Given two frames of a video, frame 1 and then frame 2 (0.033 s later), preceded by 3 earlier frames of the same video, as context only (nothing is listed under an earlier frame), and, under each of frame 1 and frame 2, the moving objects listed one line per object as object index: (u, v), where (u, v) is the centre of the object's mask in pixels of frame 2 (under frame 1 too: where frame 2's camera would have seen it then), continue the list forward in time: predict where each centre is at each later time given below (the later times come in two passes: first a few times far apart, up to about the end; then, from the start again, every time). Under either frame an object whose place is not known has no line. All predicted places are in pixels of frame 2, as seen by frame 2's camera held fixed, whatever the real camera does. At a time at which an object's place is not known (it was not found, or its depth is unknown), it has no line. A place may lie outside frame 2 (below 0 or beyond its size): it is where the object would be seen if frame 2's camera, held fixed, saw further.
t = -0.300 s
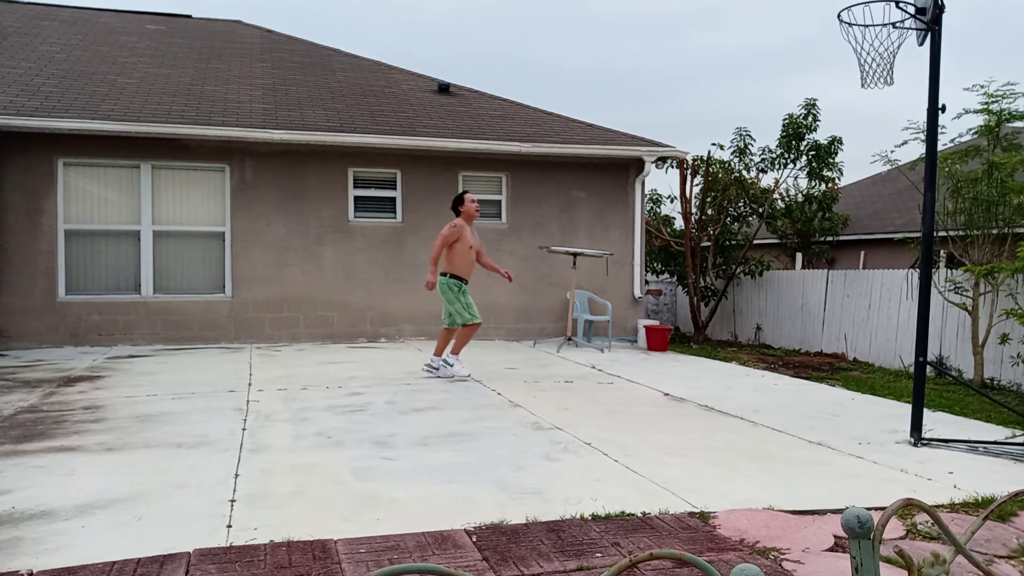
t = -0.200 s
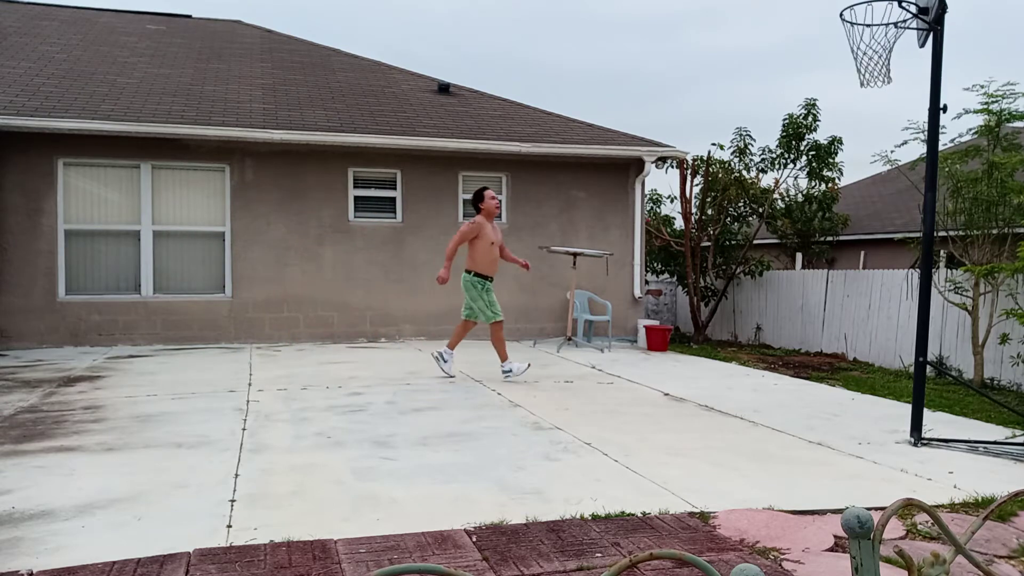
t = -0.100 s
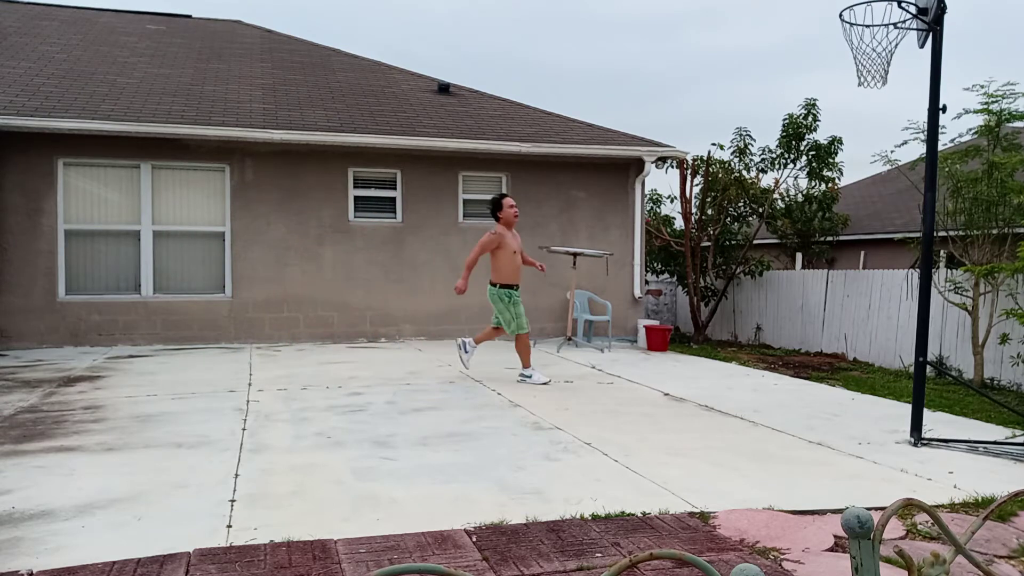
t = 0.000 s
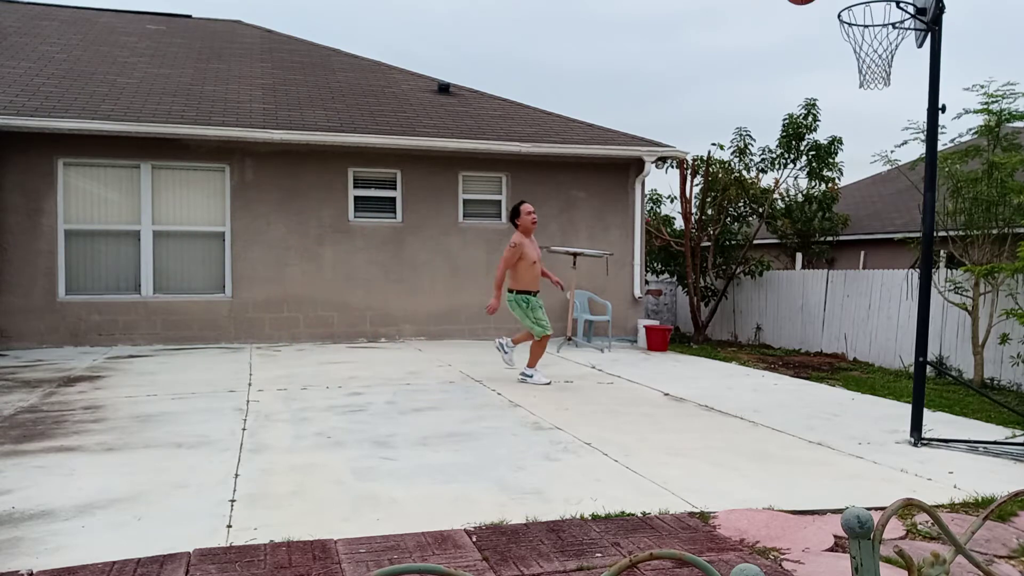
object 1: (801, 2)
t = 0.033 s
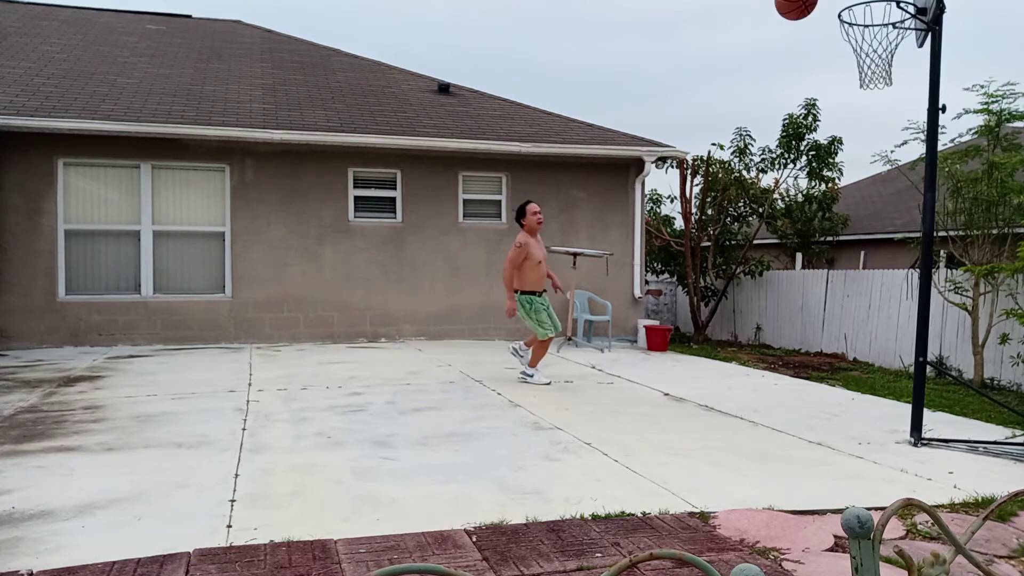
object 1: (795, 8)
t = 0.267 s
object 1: (746, 168)
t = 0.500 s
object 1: (696, 430)
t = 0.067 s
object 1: (789, 17)
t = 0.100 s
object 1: (782, 34)
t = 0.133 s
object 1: (775, 56)
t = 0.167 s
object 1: (768, 80)
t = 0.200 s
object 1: (761, 107)
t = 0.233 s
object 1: (753, 136)
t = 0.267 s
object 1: (746, 168)
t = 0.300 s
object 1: (738, 201)
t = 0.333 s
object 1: (730, 238)
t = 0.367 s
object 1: (723, 276)
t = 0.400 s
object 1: (715, 318)
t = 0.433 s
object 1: (708, 362)
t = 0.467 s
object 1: (700, 409)
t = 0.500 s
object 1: (696, 430)
